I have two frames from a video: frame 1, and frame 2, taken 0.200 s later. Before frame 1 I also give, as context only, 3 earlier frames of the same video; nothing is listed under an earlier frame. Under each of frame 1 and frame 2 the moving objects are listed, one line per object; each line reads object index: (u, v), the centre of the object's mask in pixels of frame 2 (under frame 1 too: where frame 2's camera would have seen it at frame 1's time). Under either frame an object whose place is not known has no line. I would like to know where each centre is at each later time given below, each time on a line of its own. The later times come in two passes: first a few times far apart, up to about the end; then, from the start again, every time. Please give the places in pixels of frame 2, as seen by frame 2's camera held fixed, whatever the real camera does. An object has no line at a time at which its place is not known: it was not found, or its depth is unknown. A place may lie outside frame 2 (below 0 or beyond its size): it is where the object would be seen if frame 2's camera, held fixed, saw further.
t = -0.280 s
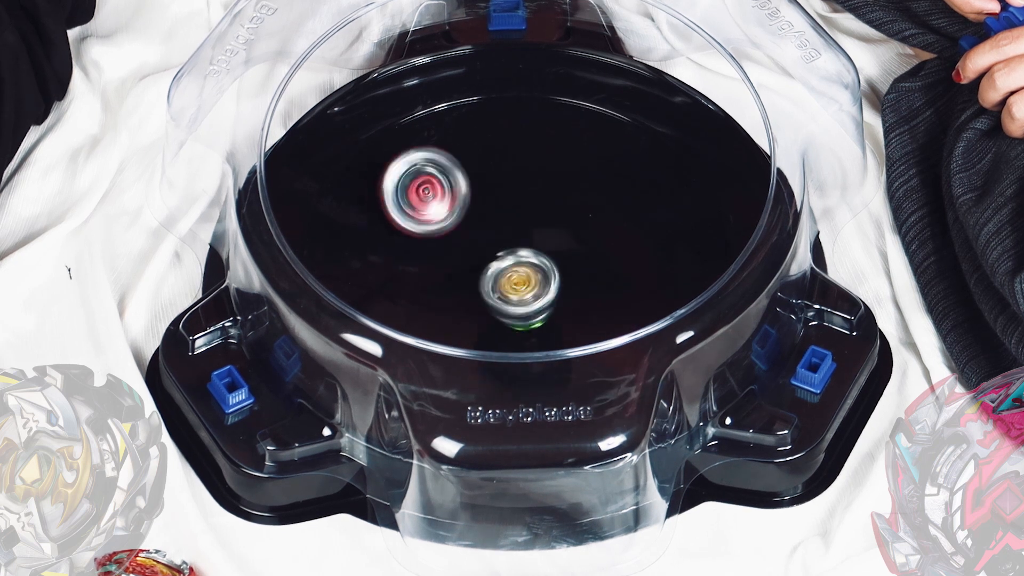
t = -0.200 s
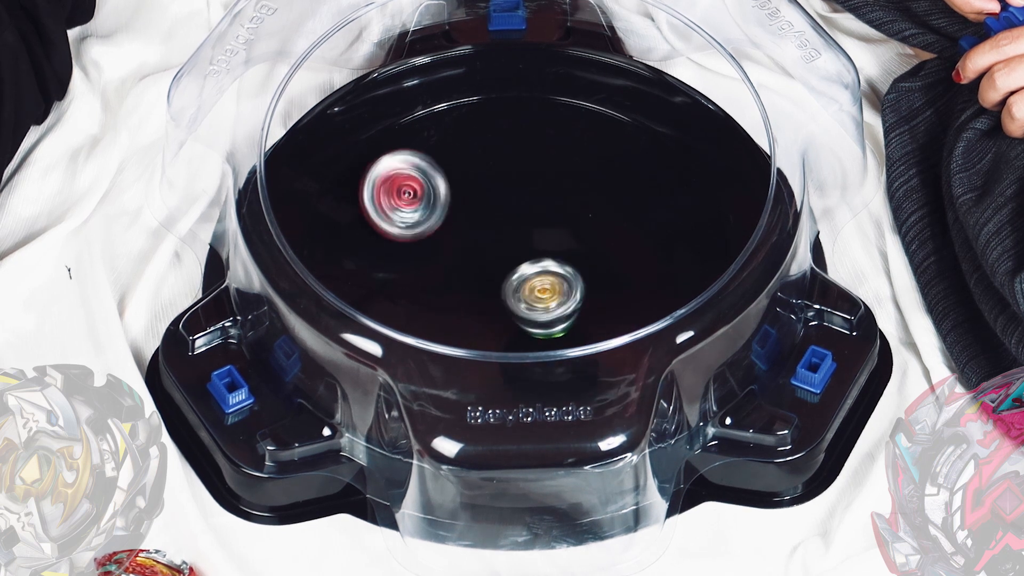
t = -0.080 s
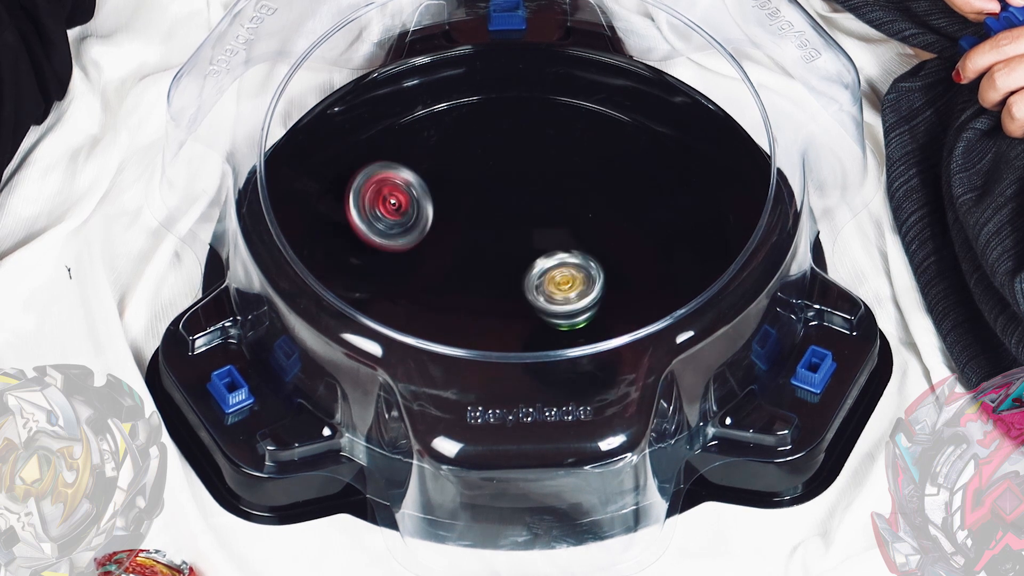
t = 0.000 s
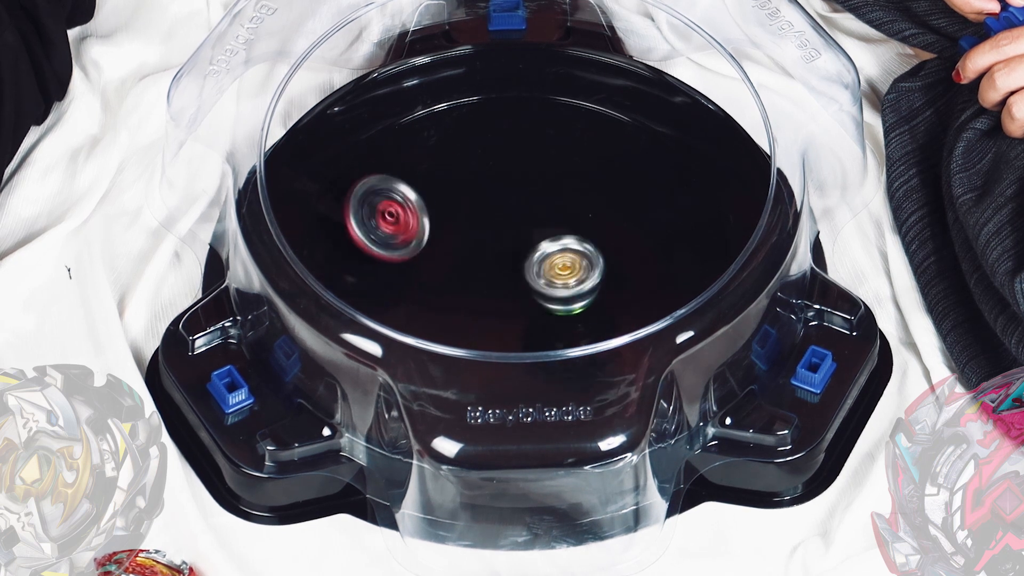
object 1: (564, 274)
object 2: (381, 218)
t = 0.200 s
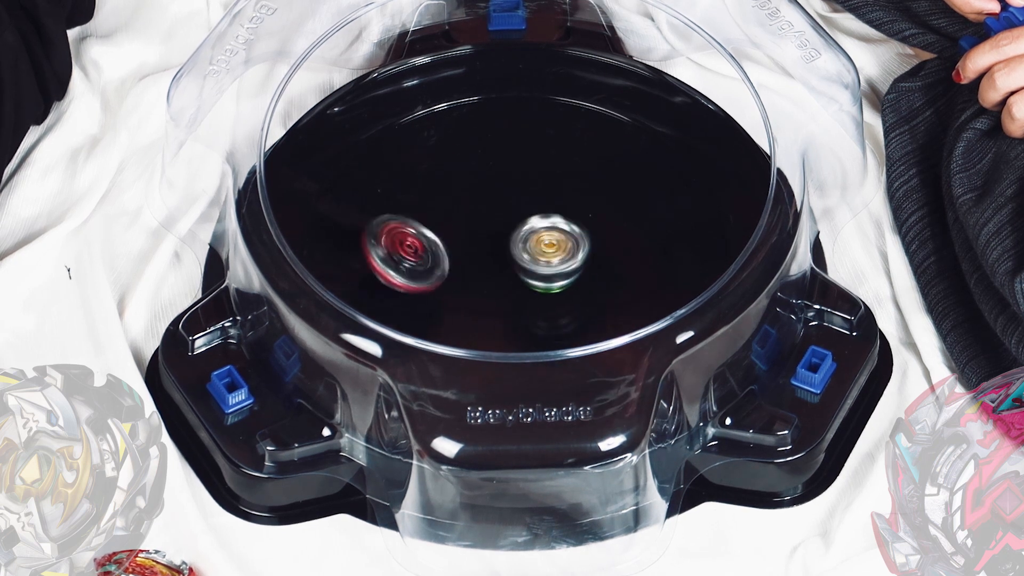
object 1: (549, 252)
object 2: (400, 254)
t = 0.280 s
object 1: (529, 260)
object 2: (420, 271)
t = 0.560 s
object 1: (673, 215)
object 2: (352, 298)
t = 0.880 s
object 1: (568, 203)
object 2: (495, 272)
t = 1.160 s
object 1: (554, 184)
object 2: (517, 298)
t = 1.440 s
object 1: (542, 181)
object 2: (512, 304)
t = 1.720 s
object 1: (522, 198)
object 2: (486, 286)
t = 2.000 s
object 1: (521, 200)
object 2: (458, 276)
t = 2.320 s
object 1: (533, 227)
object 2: (445, 262)
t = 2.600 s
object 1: (552, 247)
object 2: (450, 255)
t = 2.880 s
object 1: (564, 261)
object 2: (452, 251)
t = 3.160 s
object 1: (558, 273)
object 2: (457, 238)
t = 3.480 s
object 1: (550, 285)
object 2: (452, 206)
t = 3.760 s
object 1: (512, 275)
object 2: (476, 201)
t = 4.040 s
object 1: (500, 269)
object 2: (513, 189)
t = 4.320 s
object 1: (499, 262)
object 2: (549, 191)
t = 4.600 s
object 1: (496, 250)
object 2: (577, 207)
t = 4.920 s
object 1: (483, 240)
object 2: (593, 239)
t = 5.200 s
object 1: (483, 240)
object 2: (572, 266)
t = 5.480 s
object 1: (482, 236)
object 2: (555, 284)
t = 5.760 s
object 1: (477, 220)
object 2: (560, 303)
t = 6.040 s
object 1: (500, 221)
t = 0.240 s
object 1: (539, 255)
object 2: (412, 262)
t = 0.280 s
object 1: (529, 260)
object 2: (420, 271)
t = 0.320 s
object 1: (523, 264)
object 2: (428, 277)
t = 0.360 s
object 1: (537, 265)
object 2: (416, 287)
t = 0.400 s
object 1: (582, 256)
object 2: (381, 290)
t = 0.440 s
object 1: (618, 248)
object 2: (351, 298)
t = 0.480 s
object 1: (646, 238)
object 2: (336, 299)
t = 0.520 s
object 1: (663, 226)
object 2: (340, 300)
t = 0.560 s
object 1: (673, 215)
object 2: (352, 298)
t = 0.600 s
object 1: (672, 205)
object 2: (367, 296)
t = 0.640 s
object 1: (667, 196)
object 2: (384, 295)
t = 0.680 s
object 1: (657, 190)
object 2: (401, 294)
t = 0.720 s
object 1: (643, 188)
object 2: (419, 292)
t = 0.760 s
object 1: (627, 188)
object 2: (438, 288)
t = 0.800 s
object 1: (607, 192)
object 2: (457, 283)
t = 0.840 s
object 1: (587, 196)
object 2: (476, 278)
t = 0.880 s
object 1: (568, 203)
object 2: (495, 272)
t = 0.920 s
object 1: (556, 205)
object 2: (505, 269)
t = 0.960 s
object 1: (551, 203)
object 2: (510, 272)
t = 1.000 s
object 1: (550, 197)
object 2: (509, 281)
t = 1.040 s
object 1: (554, 188)
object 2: (509, 292)
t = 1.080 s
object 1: (555, 183)
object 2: (507, 299)
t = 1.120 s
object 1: (555, 182)
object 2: (512, 300)
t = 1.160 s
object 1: (554, 184)
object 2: (517, 298)
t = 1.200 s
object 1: (552, 188)
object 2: (521, 294)
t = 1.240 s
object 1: (549, 195)
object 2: (523, 288)
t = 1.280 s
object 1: (546, 202)
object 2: (529, 281)
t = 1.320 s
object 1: (545, 203)
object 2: (523, 282)
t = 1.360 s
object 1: (547, 191)
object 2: (518, 297)
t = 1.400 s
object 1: (547, 184)
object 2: (515, 303)
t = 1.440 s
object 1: (542, 181)
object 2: (512, 304)
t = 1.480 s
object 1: (539, 180)
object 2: (509, 302)
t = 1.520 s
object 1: (536, 182)
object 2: (506, 300)
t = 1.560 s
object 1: (532, 183)
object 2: (502, 298)
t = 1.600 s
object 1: (531, 186)
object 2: (499, 295)
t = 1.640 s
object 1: (528, 189)
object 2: (492, 292)
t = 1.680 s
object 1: (526, 193)
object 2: (488, 289)
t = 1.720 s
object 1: (522, 198)
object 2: (486, 286)
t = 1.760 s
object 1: (520, 202)
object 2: (484, 281)
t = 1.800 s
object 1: (518, 206)
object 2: (483, 278)
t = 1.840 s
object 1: (520, 204)
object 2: (477, 280)
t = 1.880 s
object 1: (525, 200)
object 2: (472, 281)
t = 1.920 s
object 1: (524, 198)
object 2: (469, 280)
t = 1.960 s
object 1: (523, 198)
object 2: (461, 278)
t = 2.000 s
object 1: (521, 200)
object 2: (458, 276)
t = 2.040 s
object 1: (522, 203)
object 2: (455, 273)
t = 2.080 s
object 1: (522, 206)
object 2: (453, 270)
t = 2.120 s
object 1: (521, 211)
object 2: (453, 266)
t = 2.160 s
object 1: (524, 213)
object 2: (452, 265)
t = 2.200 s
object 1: (527, 216)
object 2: (450, 264)
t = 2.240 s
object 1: (529, 219)
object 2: (450, 263)
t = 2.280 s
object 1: (531, 223)
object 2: (448, 261)
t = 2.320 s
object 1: (533, 227)
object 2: (445, 262)
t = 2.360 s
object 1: (536, 230)
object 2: (445, 261)
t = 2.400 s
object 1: (539, 233)
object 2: (446, 260)
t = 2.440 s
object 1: (543, 236)
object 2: (444, 260)
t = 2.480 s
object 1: (548, 239)
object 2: (444, 259)
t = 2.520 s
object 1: (551, 241)
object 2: (445, 258)
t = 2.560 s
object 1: (552, 243)
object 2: (447, 256)
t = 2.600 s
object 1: (552, 247)
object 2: (450, 255)
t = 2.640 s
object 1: (552, 249)
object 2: (452, 255)
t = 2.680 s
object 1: (555, 251)
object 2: (450, 256)
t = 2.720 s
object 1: (563, 255)
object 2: (447, 255)
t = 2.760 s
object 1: (568, 257)
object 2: (446, 254)
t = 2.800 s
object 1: (568, 258)
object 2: (449, 252)
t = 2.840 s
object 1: (568, 260)
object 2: (450, 251)
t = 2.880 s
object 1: (564, 261)
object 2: (452, 251)
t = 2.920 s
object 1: (559, 264)
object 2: (456, 250)
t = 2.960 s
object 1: (556, 264)
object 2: (461, 249)
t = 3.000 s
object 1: (560, 267)
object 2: (454, 245)
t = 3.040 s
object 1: (564, 270)
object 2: (454, 243)
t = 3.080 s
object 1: (563, 271)
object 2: (452, 242)
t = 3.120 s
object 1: (562, 273)
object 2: (453, 240)
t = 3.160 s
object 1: (558, 273)
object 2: (457, 238)
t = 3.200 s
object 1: (554, 274)
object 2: (461, 236)
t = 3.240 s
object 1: (551, 274)
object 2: (462, 232)
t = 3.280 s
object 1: (559, 280)
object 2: (452, 224)
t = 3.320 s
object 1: (561, 282)
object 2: (449, 220)
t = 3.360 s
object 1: (561, 285)
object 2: (449, 216)
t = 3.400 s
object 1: (559, 285)
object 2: (449, 212)
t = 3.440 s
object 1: (555, 286)
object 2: (451, 209)
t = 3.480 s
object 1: (550, 285)
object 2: (452, 206)
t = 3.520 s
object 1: (546, 285)
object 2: (455, 203)
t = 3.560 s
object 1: (539, 284)
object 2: (457, 201)
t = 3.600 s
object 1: (534, 283)
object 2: (460, 200)
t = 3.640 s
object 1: (527, 280)
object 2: (463, 200)
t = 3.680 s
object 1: (522, 278)
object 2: (468, 201)
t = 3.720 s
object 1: (515, 276)
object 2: (473, 202)
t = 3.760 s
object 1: (512, 275)
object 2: (476, 201)
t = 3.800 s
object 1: (510, 280)
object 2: (477, 194)
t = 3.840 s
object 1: (508, 280)
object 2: (480, 192)
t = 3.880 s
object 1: (506, 280)
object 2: (486, 190)
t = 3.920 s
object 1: (502, 278)
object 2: (491, 189)
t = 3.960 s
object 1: (502, 275)
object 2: (497, 189)
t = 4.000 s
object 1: (501, 273)
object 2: (503, 189)
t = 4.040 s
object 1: (500, 269)
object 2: (513, 189)
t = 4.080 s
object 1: (500, 266)
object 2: (518, 191)
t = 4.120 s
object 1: (498, 268)
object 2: (524, 187)
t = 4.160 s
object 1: (497, 269)
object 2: (528, 185)
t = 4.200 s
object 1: (498, 269)
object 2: (534, 186)
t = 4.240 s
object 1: (497, 267)
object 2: (539, 187)
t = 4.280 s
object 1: (498, 264)
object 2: (544, 188)
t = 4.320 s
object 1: (499, 262)
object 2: (549, 191)
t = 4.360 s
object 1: (499, 259)
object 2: (552, 193)
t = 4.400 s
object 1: (499, 256)
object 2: (556, 196)
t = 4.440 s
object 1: (496, 257)
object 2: (563, 195)
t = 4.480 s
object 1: (494, 257)
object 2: (567, 197)
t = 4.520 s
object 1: (495, 254)
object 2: (571, 200)
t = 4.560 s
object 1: (496, 251)
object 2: (574, 203)
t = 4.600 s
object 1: (496, 250)
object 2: (577, 207)
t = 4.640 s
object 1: (496, 247)
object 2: (579, 211)
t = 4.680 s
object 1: (494, 245)
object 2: (582, 214)
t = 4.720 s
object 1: (493, 245)
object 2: (584, 218)
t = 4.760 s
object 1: (492, 244)
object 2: (586, 222)
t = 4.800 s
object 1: (493, 241)
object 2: (586, 227)
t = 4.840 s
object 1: (495, 241)
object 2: (586, 231)
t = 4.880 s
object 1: (488, 240)
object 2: (591, 235)
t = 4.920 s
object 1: (483, 240)
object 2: (593, 239)
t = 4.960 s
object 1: (482, 239)
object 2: (593, 243)
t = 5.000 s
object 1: (482, 240)
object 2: (591, 248)
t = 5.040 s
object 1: (480, 240)
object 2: (589, 252)
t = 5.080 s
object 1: (480, 239)
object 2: (586, 256)
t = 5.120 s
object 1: (482, 239)
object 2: (582, 260)
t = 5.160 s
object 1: (483, 240)
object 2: (577, 264)
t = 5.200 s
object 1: (483, 240)
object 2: (572, 266)
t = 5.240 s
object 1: (483, 239)
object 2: (568, 269)
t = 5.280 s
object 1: (482, 237)
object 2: (566, 273)
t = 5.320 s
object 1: (483, 237)
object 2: (563, 275)
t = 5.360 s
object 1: (483, 238)
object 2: (559, 277)
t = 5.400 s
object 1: (481, 236)
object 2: (559, 280)
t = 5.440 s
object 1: (481, 235)
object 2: (557, 282)
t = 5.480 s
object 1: (482, 236)
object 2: (555, 284)
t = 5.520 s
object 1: (483, 237)
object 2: (552, 286)
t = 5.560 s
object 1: (485, 237)
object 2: (549, 287)
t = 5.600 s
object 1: (482, 231)
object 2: (555, 293)
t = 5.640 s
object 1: (479, 225)
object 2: (559, 297)
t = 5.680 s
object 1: (477, 223)
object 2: (560, 299)
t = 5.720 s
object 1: (477, 222)
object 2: (560, 301)
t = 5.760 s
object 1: (477, 220)
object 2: (560, 303)
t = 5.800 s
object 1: (479, 218)
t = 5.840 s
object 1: (482, 217)
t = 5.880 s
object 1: (486, 218)
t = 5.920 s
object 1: (489, 219)
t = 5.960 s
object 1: (492, 219)
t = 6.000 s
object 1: (495, 220)
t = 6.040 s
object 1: (500, 221)
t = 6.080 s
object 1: (505, 224)
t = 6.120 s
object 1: (509, 225)
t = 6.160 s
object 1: (511, 224)
